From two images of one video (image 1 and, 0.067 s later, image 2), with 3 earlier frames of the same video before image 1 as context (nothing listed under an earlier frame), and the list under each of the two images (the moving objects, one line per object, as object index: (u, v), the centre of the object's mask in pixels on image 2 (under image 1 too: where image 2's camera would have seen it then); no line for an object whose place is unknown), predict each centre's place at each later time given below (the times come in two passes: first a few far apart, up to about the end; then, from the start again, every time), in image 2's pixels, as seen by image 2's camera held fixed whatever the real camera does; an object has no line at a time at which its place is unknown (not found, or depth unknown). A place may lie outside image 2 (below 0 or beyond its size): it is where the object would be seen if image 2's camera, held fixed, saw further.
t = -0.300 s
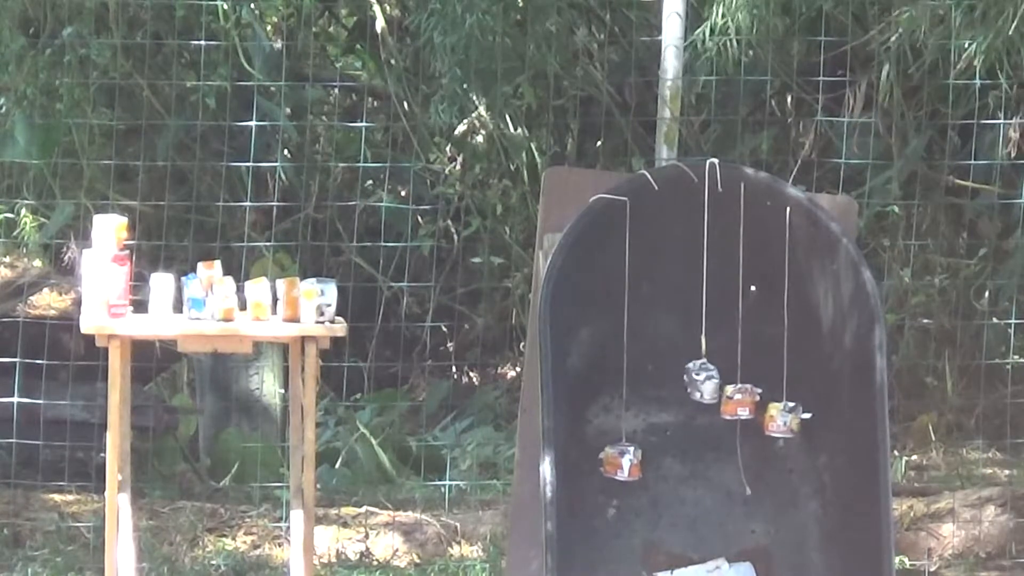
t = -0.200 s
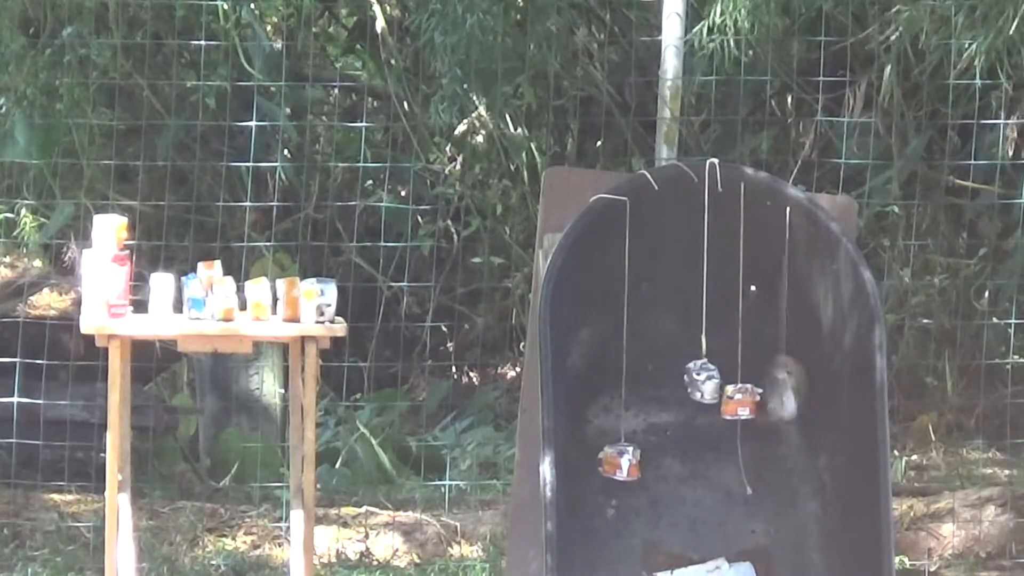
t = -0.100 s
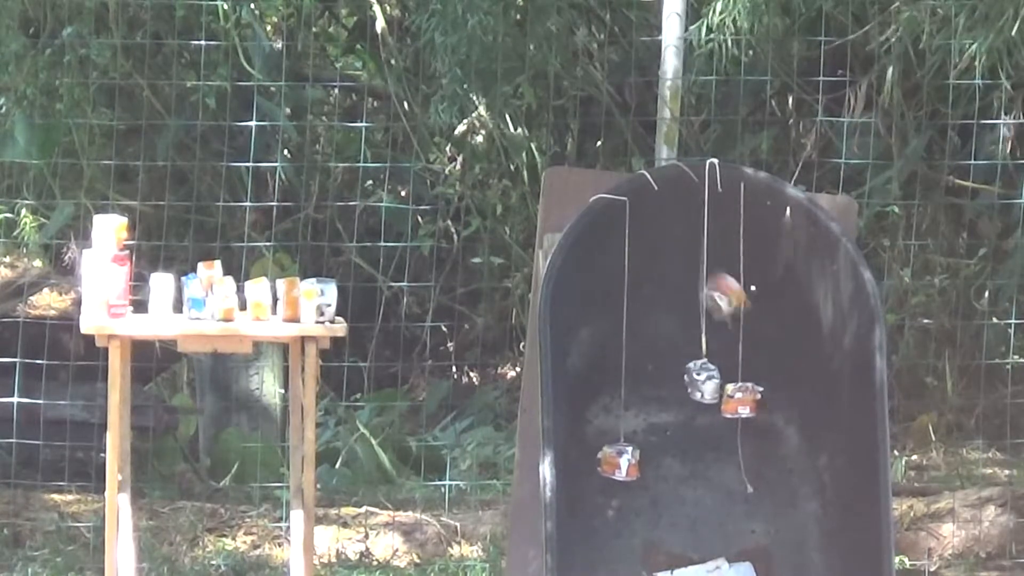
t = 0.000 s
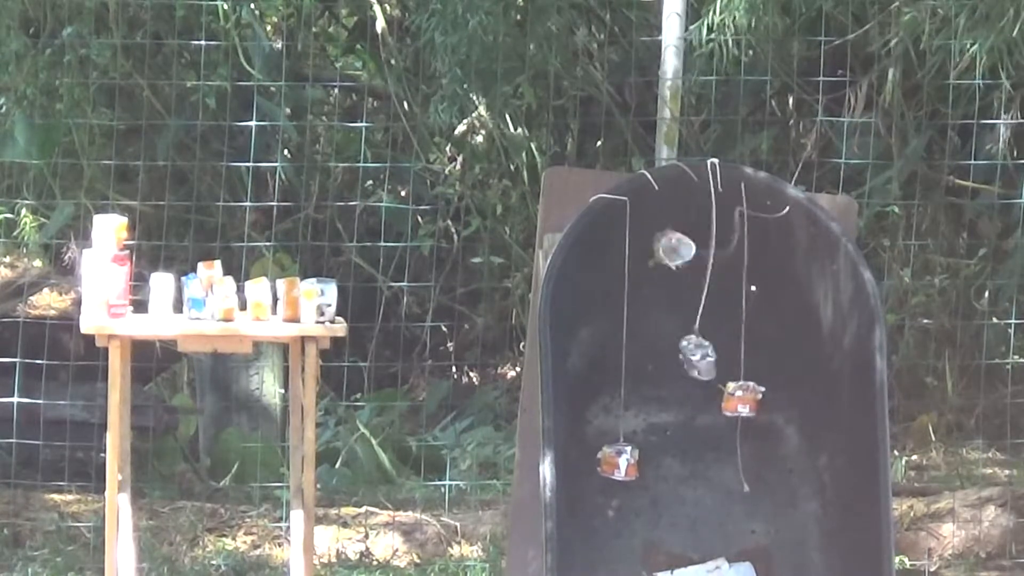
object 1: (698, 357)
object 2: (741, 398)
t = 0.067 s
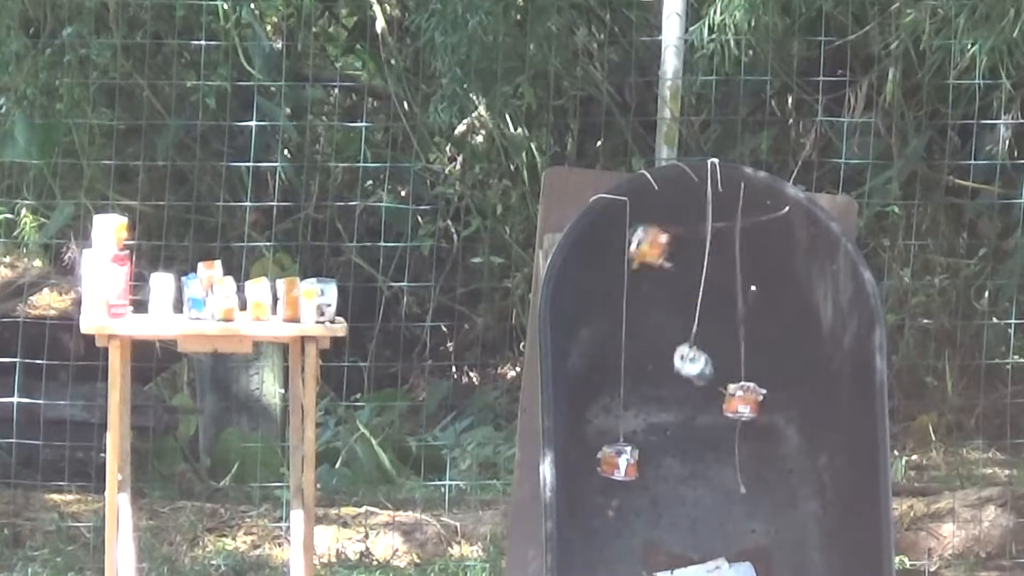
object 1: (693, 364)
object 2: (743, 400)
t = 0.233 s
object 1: (687, 367)
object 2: (742, 400)
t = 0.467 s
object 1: (744, 377)
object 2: (769, 401)
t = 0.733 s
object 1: (764, 373)
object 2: (800, 391)
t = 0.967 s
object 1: (698, 380)
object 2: (740, 400)
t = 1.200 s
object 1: (635, 368)
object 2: (681, 391)
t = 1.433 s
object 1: (651, 376)
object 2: (701, 397)
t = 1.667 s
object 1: (716, 384)
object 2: (770, 398)
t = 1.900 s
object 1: (761, 376)
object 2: (776, 400)
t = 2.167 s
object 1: (729, 382)
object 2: (725, 404)
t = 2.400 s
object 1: (679, 379)
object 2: (693, 399)
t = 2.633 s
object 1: (677, 380)
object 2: (707, 398)
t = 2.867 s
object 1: (720, 380)
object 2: (747, 401)
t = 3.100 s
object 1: (747, 376)
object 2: (772, 400)
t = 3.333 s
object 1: (717, 383)
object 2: (753, 401)
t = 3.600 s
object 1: (667, 379)
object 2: (716, 400)
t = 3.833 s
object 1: (670, 379)
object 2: (711, 399)
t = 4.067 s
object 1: (709, 384)
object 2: (744, 401)
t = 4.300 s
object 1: (734, 382)
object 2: (773, 399)
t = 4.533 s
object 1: (717, 383)
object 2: (760, 401)
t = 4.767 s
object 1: (683, 382)
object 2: (722, 400)
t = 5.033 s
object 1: (672, 380)
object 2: (710, 399)
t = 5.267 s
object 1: (699, 383)
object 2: (737, 401)
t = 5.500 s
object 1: (727, 383)
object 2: (768, 399)
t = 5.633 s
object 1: (729, 382)
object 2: (770, 399)
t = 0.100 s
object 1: (691, 370)
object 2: (743, 400)
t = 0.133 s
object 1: (689, 374)
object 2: (742, 398)
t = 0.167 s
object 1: (687, 377)
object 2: (743, 399)
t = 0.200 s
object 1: (686, 374)
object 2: (742, 401)
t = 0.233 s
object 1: (687, 367)
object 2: (742, 400)
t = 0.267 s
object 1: (689, 364)
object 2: (742, 399)
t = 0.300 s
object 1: (698, 369)
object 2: (741, 401)
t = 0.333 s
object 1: (712, 374)
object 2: (742, 401)
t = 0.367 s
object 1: (717, 374)
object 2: (748, 400)
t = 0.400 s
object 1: (726, 376)
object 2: (755, 400)
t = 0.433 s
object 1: (735, 380)
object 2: (762, 401)
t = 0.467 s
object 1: (744, 377)
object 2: (769, 401)
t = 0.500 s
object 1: (753, 373)
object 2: (778, 398)
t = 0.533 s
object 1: (761, 371)
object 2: (791, 392)
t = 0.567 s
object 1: (768, 371)
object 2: (802, 386)
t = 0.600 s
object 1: (773, 372)
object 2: (811, 383)
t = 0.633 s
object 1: (775, 373)
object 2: (809, 385)
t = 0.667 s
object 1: (775, 373)
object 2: (809, 387)
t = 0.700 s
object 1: (771, 373)
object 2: (805, 389)
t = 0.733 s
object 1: (764, 373)
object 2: (800, 391)
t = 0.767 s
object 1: (758, 375)
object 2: (794, 394)
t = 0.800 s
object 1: (750, 378)
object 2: (787, 396)
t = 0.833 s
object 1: (742, 380)
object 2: (781, 398)
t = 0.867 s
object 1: (732, 380)
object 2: (773, 400)
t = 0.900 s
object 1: (722, 381)
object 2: (764, 399)
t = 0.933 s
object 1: (711, 380)
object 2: (749, 399)
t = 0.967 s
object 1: (698, 380)
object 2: (740, 400)
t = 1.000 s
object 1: (686, 380)
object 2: (729, 400)
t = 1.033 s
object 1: (674, 380)
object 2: (719, 398)
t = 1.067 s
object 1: (663, 378)
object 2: (710, 397)
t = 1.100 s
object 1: (654, 374)
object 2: (701, 395)
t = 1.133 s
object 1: (646, 371)
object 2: (693, 393)
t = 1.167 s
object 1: (640, 369)
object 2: (687, 392)
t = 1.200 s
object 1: (635, 368)
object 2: (681, 391)
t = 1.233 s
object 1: (633, 368)
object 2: (678, 390)
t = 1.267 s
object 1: (636, 370)
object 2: (675, 390)
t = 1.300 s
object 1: (639, 372)
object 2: (675, 390)
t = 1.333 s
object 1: (643, 371)
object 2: (677, 391)
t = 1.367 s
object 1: (645, 373)
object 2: (683, 393)
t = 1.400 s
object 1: (647, 374)
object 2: (692, 395)
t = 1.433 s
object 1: (651, 376)
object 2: (701, 397)
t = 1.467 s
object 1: (656, 376)
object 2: (711, 398)
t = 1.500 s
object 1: (663, 377)
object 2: (722, 400)
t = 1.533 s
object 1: (672, 379)
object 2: (733, 401)
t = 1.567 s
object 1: (682, 381)
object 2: (744, 401)
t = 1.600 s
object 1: (692, 383)
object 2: (755, 400)
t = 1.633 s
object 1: (704, 384)
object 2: (765, 399)
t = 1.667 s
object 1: (716, 384)
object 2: (770, 398)
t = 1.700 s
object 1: (727, 383)
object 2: (774, 397)
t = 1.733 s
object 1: (737, 381)
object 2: (778, 396)
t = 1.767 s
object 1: (744, 380)
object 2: (781, 395)
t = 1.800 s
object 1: (751, 379)
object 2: (783, 395)
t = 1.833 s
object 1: (756, 379)
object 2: (783, 395)
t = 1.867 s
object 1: (759, 377)
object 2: (780, 396)
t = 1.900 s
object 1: (761, 376)
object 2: (776, 400)
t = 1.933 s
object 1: (762, 376)
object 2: (770, 402)
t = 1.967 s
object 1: (763, 376)
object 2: (764, 404)
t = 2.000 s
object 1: (760, 377)
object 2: (759, 405)
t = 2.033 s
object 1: (755, 378)
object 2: (752, 404)
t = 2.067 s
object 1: (750, 380)
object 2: (743, 402)
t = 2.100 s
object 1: (744, 381)
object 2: (738, 403)
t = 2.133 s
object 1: (737, 382)
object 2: (732, 403)
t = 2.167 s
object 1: (729, 382)
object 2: (725, 404)
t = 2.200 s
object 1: (722, 383)
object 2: (719, 404)
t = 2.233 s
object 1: (714, 384)
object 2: (712, 403)
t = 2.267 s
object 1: (707, 384)
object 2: (706, 403)
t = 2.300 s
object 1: (700, 384)
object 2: (701, 402)
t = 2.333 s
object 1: (694, 383)
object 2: (697, 401)
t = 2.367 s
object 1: (688, 382)
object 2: (693, 400)
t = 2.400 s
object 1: (679, 379)
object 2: (693, 399)
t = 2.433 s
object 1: (675, 378)
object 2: (692, 397)
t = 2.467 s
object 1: (673, 378)
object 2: (692, 397)
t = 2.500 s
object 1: (673, 378)
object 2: (694, 397)
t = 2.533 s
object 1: (672, 378)
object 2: (696, 397)
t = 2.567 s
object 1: (673, 379)
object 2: (699, 397)
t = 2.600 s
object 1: (675, 379)
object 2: (703, 397)
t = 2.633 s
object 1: (677, 380)
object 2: (707, 398)
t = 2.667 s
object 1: (682, 381)
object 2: (712, 399)
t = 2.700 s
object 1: (687, 382)
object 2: (718, 400)
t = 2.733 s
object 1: (692, 382)
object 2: (724, 400)
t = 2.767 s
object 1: (699, 383)
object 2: (730, 401)
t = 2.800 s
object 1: (706, 383)
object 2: (736, 401)
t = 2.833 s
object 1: (713, 382)
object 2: (741, 401)
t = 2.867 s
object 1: (720, 380)
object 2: (747, 401)
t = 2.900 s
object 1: (727, 380)
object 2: (752, 401)
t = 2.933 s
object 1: (734, 378)
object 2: (757, 401)
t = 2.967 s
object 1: (739, 377)
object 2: (762, 401)
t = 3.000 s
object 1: (743, 376)
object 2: (766, 401)
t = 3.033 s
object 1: (746, 376)
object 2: (769, 401)
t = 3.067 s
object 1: (747, 376)
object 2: (771, 400)
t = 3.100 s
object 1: (747, 376)
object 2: (772, 400)
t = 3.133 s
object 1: (746, 376)
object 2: (773, 400)
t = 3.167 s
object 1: (743, 377)
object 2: (772, 400)
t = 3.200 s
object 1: (740, 378)
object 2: (770, 400)
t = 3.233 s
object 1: (736, 379)
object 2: (767, 400)
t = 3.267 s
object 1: (730, 380)
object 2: (763, 401)
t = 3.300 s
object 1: (724, 382)
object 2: (758, 401)
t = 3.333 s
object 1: (717, 383)
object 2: (753, 401)
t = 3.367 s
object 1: (710, 383)
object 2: (748, 401)
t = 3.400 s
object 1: (703, 383)
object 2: (743, 401)
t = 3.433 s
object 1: (695, 383)
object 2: (738, 401)
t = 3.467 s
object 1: (688, 383)
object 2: (733, 400)
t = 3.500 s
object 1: (682, 382)
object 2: (728, 401)
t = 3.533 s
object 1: (676, 381)
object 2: (724, 400)
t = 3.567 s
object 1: (671, 380)
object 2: (720, 400)
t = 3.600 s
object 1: (667, 379)
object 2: (716, 400)
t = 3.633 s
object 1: (664, 378)
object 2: (713, 399)
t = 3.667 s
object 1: (662, 377)
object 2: (711, 398)
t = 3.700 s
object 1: (661, 377)
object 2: (709, 399)
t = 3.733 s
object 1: (662, 377)
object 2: (709, 399)
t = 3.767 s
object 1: (663, 378)
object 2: (709, 399)
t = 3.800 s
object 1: (666, 378)
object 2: (709, 399)
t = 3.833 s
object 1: (670, 379)
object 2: (711, 399)
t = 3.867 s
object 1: (675, 380)
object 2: (713, 399)
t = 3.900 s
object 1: (680, 381)
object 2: (717, 400)
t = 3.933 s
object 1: (686, 382)
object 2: (722, 401)
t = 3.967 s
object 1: (691, 383)
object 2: (727, 401)
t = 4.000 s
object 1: (697, 383)
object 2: (733, 401)
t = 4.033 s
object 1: (703, 384)
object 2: (738, 402)
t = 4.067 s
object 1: (709, 384)
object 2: (744, 401)
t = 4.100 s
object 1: (715, 384)
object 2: (749, 401)
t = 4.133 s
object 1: (720, 384)
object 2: (754, 400)
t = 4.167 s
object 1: (725, 383)
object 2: (759, 400)
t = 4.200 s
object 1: (729, 383)
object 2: (764, 400)
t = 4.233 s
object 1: (732, 382)
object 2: (768, 400)
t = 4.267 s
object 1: (734, 382)
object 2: (770, 399)
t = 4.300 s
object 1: (734, 382)
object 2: (773, 399)
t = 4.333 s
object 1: (734, 381)
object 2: (772, 398)
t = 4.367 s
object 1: (734, 381)
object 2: (772, 398)
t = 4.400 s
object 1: (731, 382)
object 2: (771, 399)
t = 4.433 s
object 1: (728, 382)
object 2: (769, 399)
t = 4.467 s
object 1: (725, 382)
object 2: (767, 400)
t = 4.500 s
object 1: (721, 383)
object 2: (764, 400)
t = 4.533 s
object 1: (717, 383)
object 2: (760, 401)
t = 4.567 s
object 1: (712, 384)
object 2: (755, 401)
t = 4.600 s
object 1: (707, 384)
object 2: (748, 401)
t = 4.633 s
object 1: (702, 383)
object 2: (743, 401)
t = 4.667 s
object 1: (696, 383)
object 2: (738, 401)
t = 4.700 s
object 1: (691, 383)
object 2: (733, 401)
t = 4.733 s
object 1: (687, 382)
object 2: (727, 401)
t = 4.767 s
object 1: (683, 382)
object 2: (722, 400)
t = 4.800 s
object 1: (679, 381)
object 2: (718, 400)
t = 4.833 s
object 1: (677, 381)
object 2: (713, 399)
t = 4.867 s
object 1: (674, 380)
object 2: (710, 399)
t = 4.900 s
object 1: (672, 380)
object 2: (709, 398)
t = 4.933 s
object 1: (670, 379)
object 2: (708, 398)
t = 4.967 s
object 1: (670, 379)
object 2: (708, 398)
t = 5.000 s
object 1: (671, 380)
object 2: (709, 398)
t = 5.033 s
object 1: (672, 380)
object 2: (710, 399)
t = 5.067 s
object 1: (675, 380)
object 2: (712, 399)
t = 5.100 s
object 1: (678, 381)
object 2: (715, 399)
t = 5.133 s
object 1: (681, 381)
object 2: (718, 400)
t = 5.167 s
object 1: (686, 382)
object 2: (723, 400)
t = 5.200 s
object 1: (690, 382)
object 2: (727, 401)
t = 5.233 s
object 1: (694, 383)
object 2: (732, 401)
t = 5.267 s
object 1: (699, 383)
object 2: (737, 401)
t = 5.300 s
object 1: (704, 384)
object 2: (742, 401)
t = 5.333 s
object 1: (709, 383)
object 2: (748, 401)
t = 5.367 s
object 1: (714, 383)
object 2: (753, 401)
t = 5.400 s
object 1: (718, 383)
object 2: (757, 400)
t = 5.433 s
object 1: (722, 383)
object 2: (761, 400)
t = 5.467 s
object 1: (725, 383)
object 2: (765, 400)
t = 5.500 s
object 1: (727, 383)
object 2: (768, 399)
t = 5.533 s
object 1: (729, 382)
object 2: (770, 399)
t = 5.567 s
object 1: (729, 382)
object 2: (770, 399)
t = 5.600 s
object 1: (729, 382)
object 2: (770, 399)
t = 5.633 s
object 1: (729, 382)
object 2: (770, 399)
